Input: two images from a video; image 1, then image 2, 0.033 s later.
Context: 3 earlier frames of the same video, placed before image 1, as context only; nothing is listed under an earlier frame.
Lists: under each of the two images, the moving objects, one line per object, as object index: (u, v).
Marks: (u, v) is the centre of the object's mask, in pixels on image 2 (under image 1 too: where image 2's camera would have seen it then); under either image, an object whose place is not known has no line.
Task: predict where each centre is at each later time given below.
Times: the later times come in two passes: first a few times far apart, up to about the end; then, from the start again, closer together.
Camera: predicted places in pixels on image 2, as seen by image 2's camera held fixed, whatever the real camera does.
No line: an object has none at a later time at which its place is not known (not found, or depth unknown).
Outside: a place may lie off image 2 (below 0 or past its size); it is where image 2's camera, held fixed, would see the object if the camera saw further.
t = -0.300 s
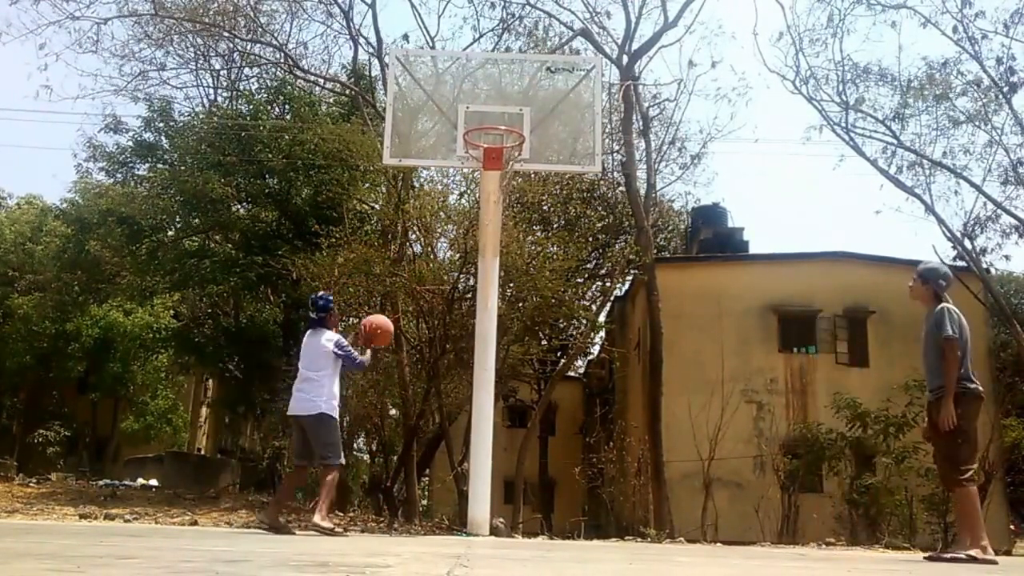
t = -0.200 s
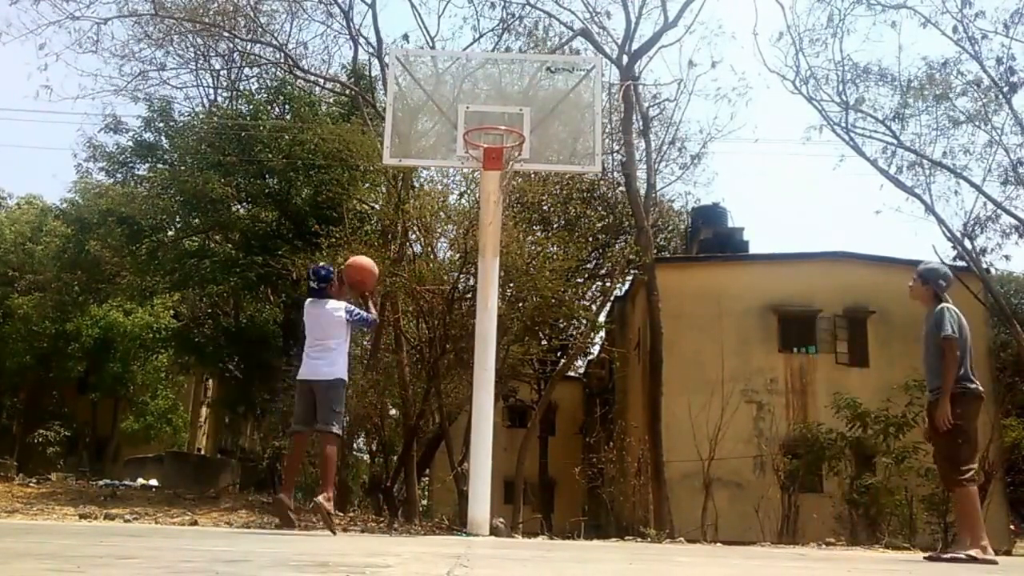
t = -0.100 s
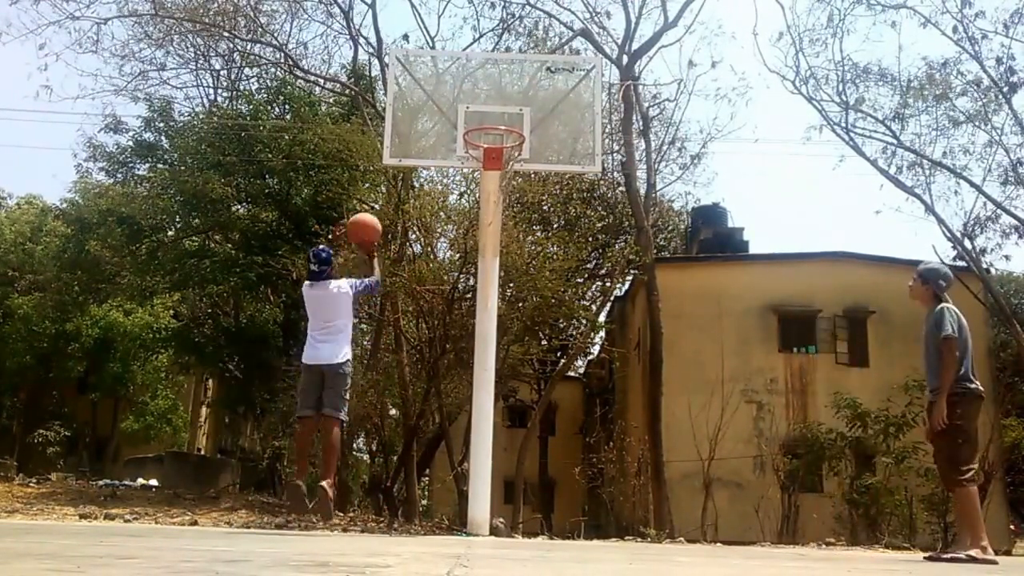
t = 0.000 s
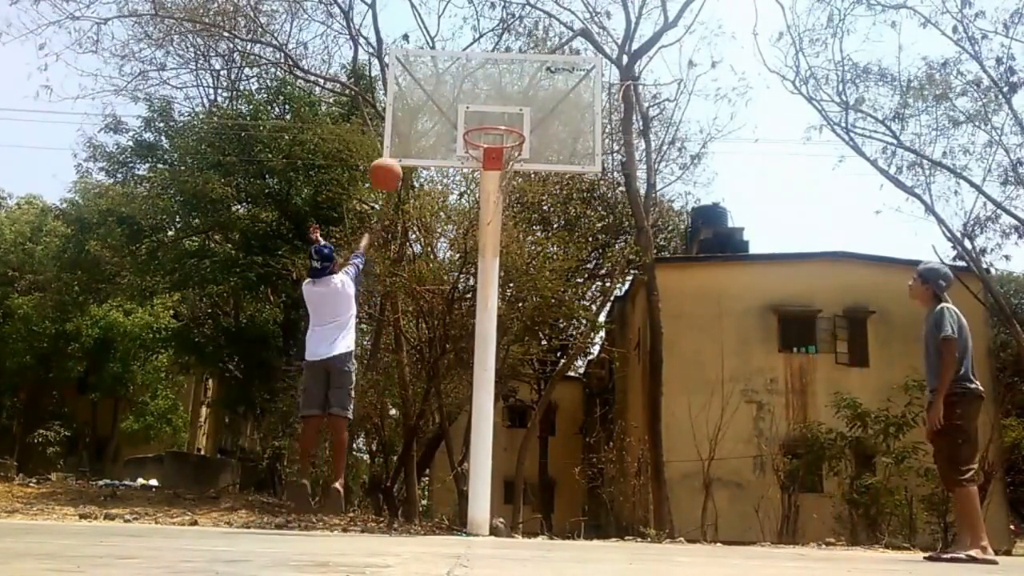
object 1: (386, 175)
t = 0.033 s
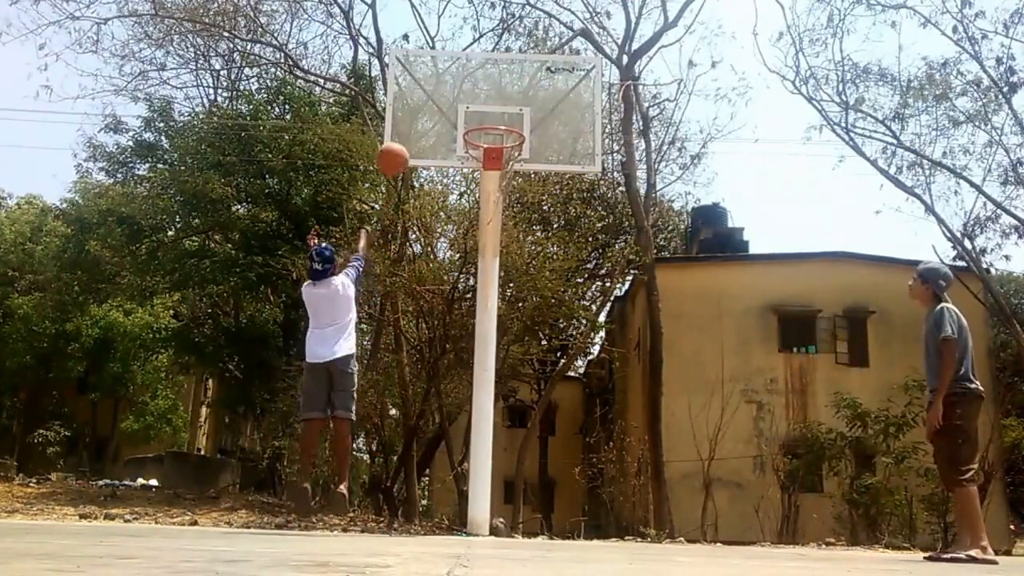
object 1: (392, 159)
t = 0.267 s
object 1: (435, 96)
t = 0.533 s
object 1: (473, 106)
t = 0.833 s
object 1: (494, 165)
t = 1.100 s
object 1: (510, 328)
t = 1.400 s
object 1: (534, 419)
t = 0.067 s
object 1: (399, 145)
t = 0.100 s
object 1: (406, 133)
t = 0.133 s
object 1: (412, 122)
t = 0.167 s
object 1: (418, 114)
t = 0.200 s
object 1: (424, 107)
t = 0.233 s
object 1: (430, 100)
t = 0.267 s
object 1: (435, 96)
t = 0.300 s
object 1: (441, 93)
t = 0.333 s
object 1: (446, 91)
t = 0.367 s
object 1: (450, 90)
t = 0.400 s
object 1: (455, 91)
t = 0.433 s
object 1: (460, 93)
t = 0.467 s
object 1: (464, 96)
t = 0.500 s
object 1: (469, 100)
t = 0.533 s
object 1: (473, 106)
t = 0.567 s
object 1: (476, 111)
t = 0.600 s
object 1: (478, 112)
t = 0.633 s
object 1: (479, 114)
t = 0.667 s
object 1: (483, 120)
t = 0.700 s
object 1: (485, 126)
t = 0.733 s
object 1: (487, 134)
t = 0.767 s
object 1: (489, 142)
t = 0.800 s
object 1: (492, 154)
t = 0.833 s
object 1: (494, 165)
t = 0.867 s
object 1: (496, 179)
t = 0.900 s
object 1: (498, 194)
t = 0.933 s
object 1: (500, 211)
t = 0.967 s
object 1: (502, 230)
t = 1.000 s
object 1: (504, 252)
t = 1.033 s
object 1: (507, 275)
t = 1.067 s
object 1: (508, 300)
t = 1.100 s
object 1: (510, 328)
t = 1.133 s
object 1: (512, 358)
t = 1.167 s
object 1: (514, 390)
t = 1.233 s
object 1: (518, 465)
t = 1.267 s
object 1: (519, 507)
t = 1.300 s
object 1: (522, 512)
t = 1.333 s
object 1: (526, 479)
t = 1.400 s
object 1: (534, 419)
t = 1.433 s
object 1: (539, 390)
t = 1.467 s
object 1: (541, 364)
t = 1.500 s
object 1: (544, 340)
